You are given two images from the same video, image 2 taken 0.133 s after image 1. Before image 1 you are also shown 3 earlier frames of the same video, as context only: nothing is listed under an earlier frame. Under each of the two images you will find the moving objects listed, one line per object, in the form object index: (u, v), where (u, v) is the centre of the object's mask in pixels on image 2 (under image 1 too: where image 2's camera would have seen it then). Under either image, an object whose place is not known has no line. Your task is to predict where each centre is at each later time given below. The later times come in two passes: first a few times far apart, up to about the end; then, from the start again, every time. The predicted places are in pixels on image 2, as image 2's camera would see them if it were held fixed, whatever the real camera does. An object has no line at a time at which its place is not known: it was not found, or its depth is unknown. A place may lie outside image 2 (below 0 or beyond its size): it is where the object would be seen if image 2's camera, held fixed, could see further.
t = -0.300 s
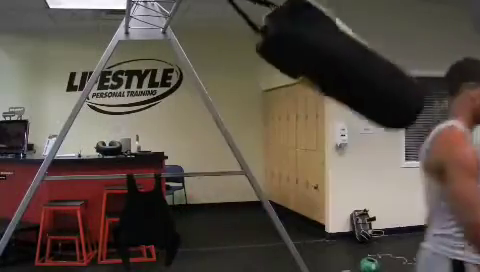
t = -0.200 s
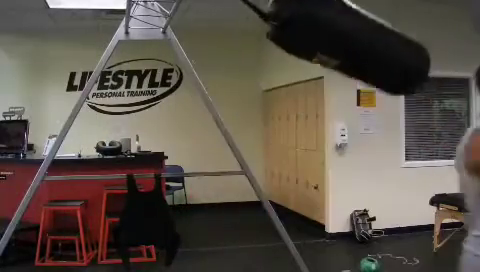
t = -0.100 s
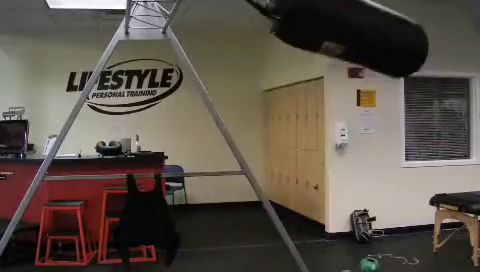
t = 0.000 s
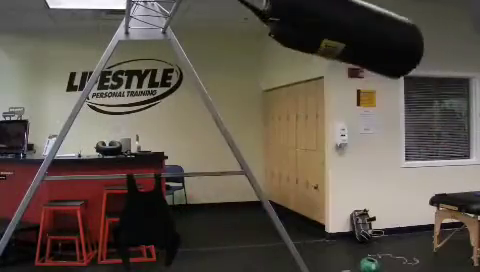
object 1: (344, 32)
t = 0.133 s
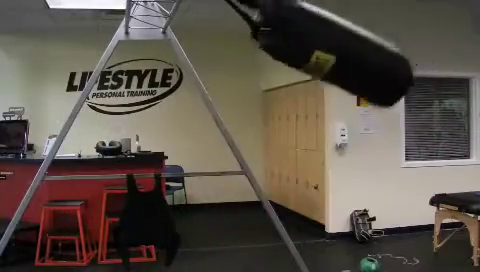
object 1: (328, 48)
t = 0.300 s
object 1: (302, 97)
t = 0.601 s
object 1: (136, 166)
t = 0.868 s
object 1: (39, 49)
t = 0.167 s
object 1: (324, 56)
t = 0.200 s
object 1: (320, 66)
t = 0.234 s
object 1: (315, 75)
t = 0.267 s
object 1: (309, 86)
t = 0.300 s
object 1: (302, 97)
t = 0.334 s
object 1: (291, 108)
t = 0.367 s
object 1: (279, 119)
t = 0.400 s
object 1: (263, 130)
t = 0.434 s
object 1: (247, 141)
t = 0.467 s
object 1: (227, 151)
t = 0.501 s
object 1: (205, 158)
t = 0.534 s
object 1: (182, 163)
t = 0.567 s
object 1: (160, 166)
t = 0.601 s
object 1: (136, 166)
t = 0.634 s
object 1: (112, 165)
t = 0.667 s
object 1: (86, 160)
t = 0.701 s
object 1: (66, 149)
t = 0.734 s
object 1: (54, 129)
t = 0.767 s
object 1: (50, 103)
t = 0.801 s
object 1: (46, 81)
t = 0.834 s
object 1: (42, 65)
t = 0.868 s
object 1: (39, 49)
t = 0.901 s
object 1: (35, 38)
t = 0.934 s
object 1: (33, 31)
